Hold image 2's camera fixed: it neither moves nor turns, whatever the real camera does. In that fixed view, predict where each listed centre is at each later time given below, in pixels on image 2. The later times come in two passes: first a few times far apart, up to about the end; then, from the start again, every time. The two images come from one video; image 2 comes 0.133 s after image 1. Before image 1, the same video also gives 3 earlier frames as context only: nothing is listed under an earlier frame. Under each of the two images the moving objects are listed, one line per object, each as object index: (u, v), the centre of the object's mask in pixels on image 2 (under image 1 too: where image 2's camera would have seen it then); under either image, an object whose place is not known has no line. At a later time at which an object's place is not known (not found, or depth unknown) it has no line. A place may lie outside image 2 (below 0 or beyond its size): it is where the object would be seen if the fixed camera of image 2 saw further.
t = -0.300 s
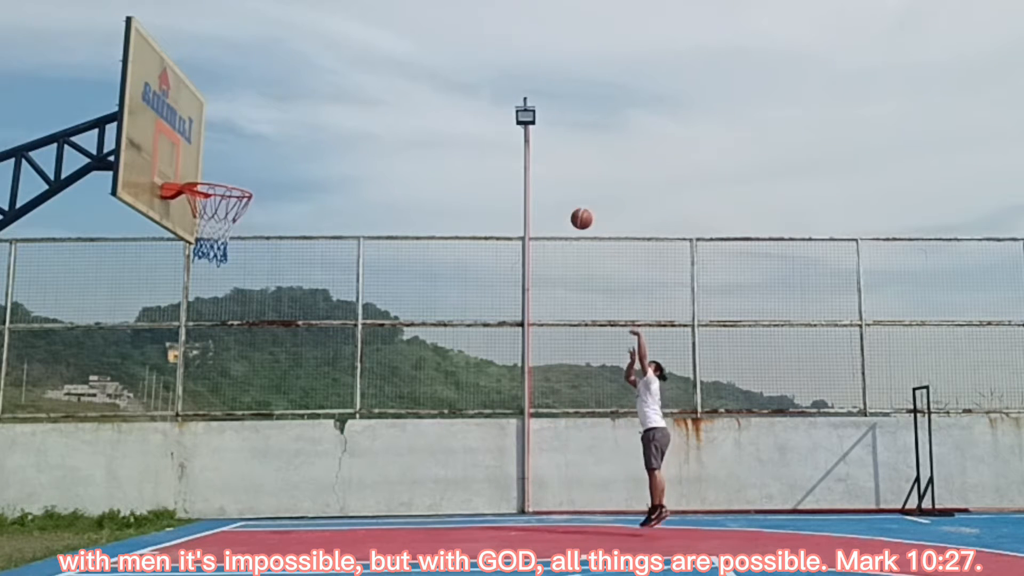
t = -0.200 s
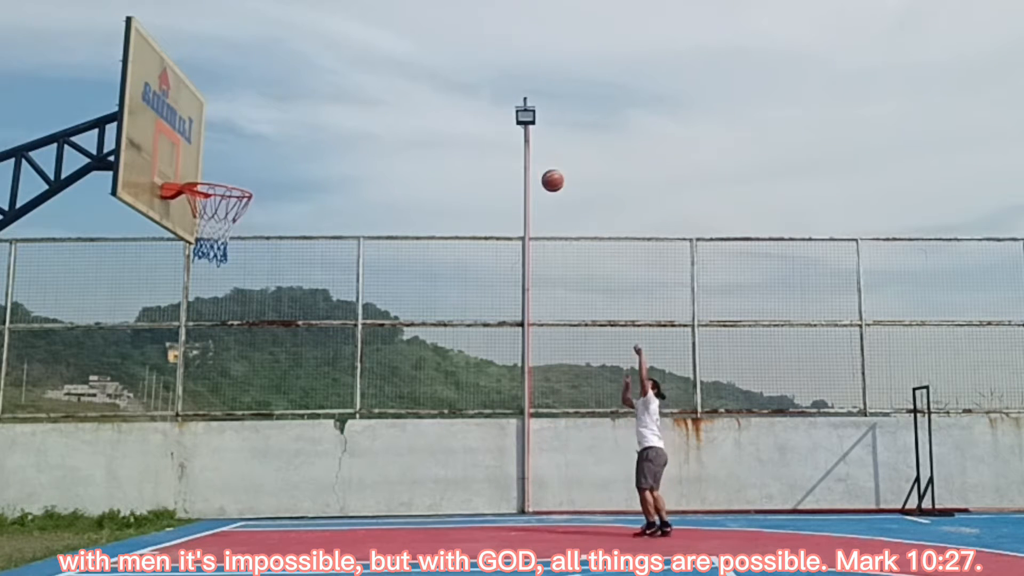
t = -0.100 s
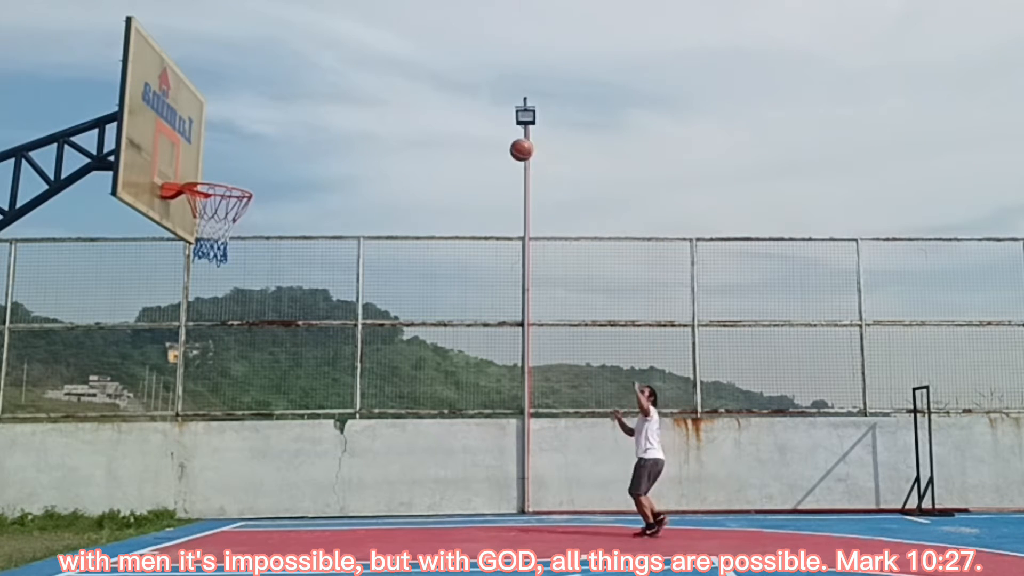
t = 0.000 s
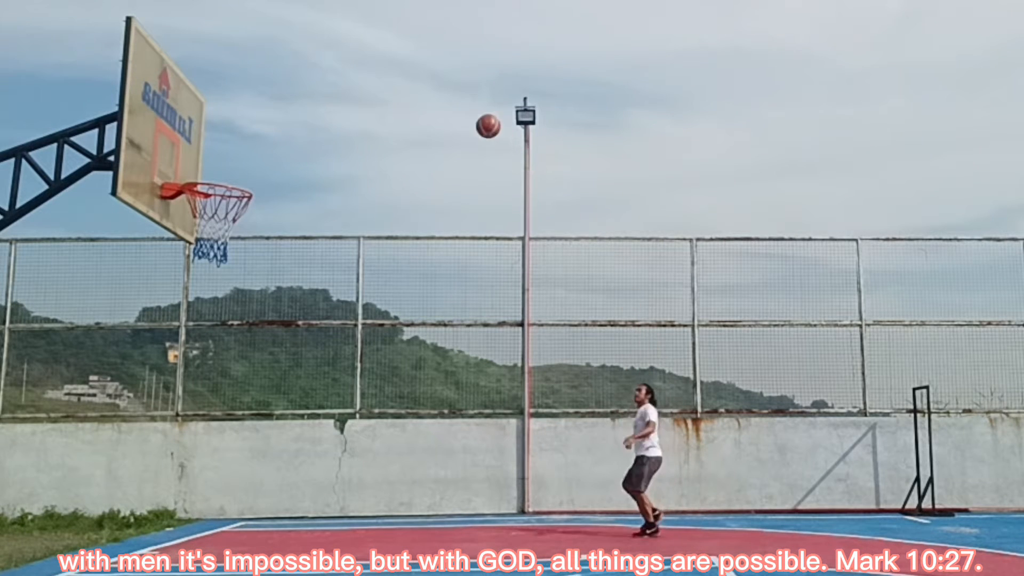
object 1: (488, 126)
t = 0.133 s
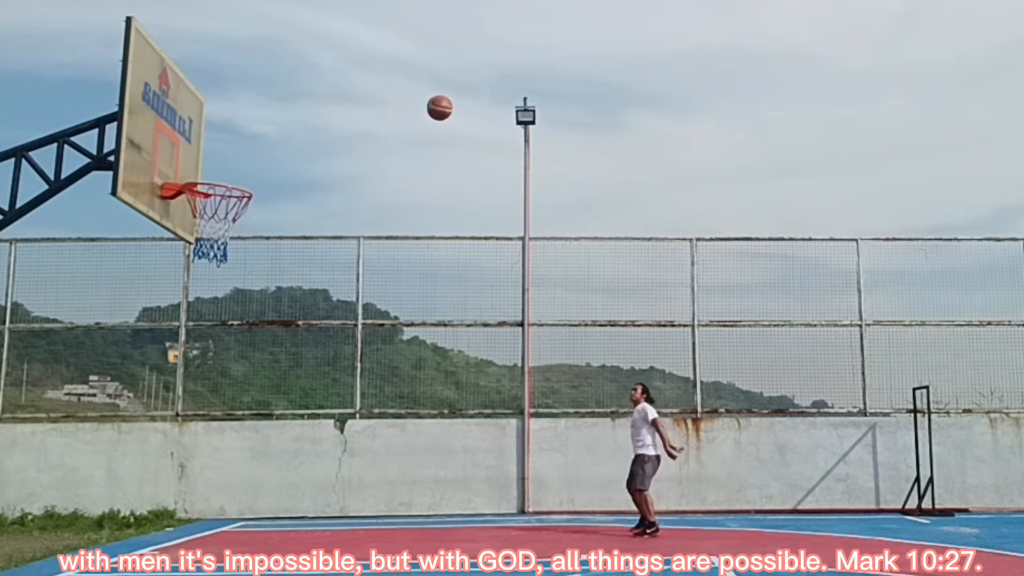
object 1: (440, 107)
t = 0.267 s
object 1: (385, 106)
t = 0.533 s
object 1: (255, 169)
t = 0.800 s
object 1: (168, 236)
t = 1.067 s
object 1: (119, 348)
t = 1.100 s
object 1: (112, 371)
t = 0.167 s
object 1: (427, 106)
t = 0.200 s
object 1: (413, 104)
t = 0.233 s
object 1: (400, 105)
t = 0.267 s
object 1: (385, 106)
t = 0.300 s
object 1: (371, 108)
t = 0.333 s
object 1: (356, 112)
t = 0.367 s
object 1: (341, 118)
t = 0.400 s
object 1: (325, 125)
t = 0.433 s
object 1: (308, 133)
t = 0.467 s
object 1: (291, 143)
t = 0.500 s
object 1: (273, 155)
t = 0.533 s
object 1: (255, 169)
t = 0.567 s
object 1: (235, 184)
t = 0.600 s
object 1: (215, 201)
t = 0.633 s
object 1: (196, 216)
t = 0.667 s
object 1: (188, 218)
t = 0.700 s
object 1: (183, 223)
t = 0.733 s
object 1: (178, 224)
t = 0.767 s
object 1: (173, 230)
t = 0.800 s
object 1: (168, 236)
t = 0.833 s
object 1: (162, 244)
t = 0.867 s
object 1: (156, 254)
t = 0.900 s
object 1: (150, 265)
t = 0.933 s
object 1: (144, 278)
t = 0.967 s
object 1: (137, 292)
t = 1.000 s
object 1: (132, 309)
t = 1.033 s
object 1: (125, 328)
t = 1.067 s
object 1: (119, 348)
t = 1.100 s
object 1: (112, 371)
